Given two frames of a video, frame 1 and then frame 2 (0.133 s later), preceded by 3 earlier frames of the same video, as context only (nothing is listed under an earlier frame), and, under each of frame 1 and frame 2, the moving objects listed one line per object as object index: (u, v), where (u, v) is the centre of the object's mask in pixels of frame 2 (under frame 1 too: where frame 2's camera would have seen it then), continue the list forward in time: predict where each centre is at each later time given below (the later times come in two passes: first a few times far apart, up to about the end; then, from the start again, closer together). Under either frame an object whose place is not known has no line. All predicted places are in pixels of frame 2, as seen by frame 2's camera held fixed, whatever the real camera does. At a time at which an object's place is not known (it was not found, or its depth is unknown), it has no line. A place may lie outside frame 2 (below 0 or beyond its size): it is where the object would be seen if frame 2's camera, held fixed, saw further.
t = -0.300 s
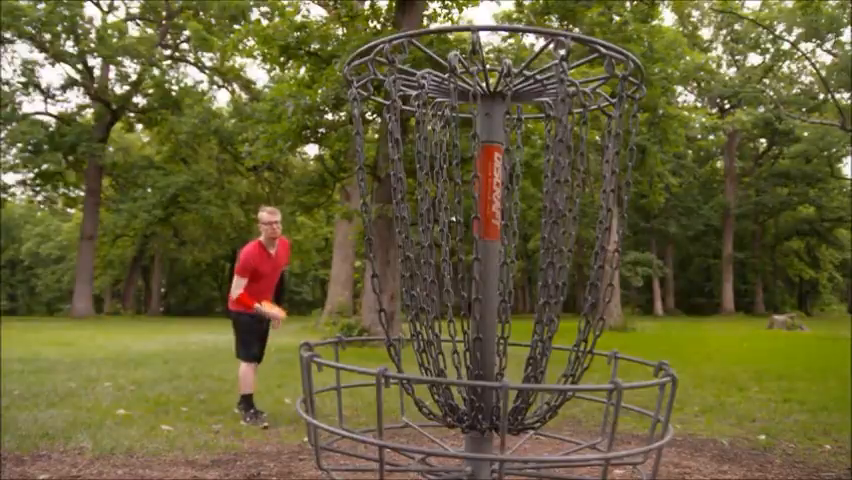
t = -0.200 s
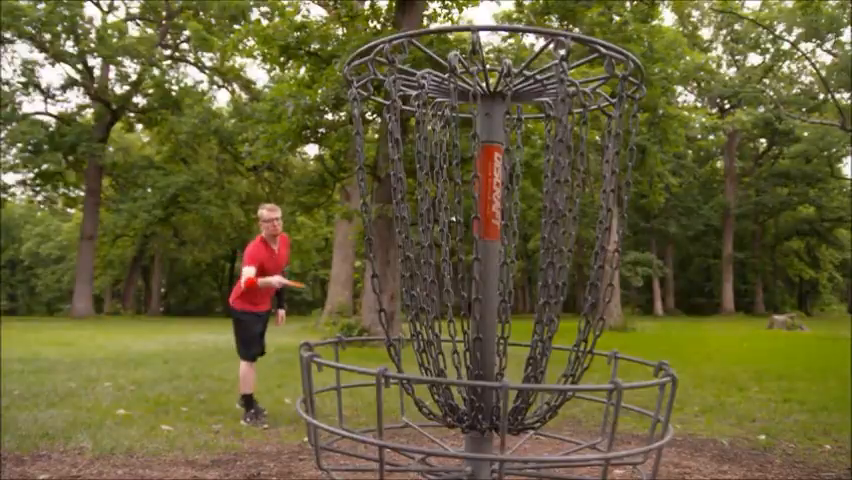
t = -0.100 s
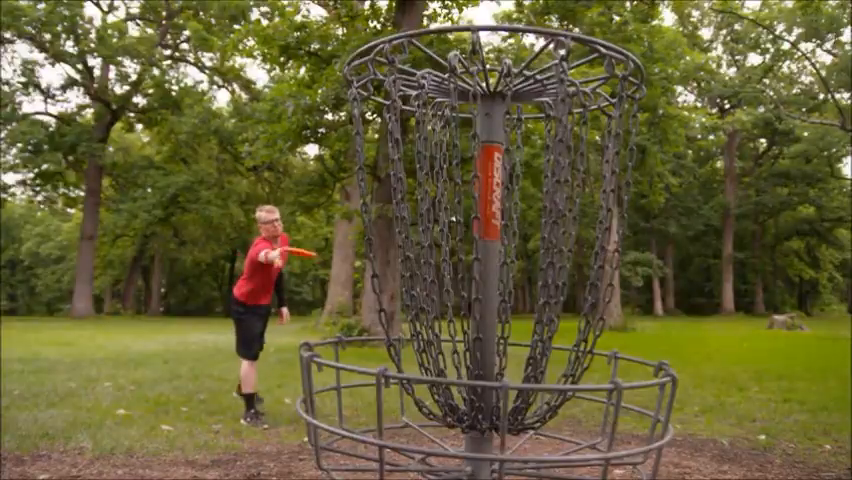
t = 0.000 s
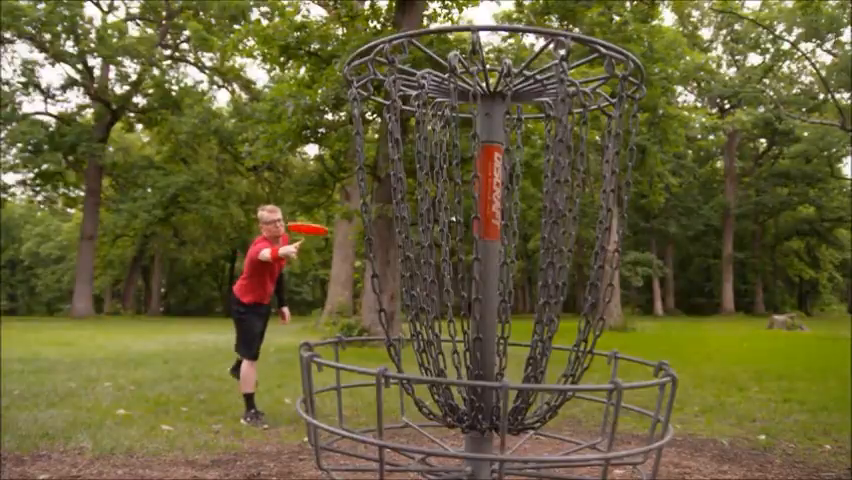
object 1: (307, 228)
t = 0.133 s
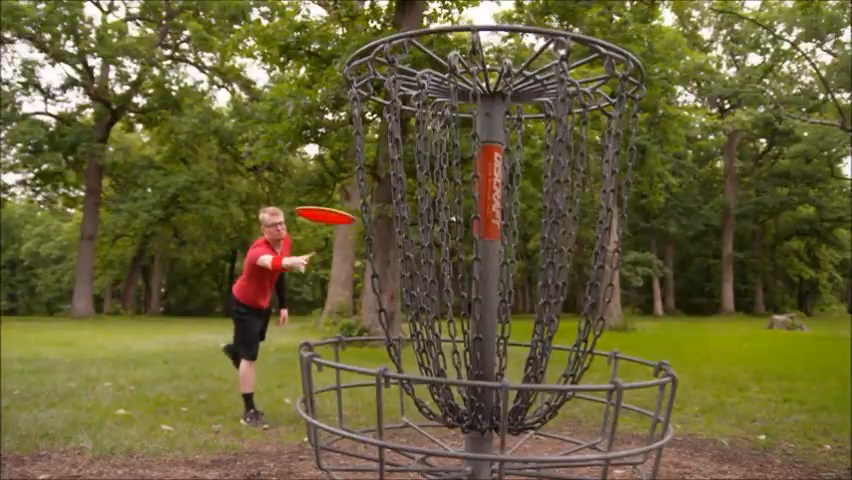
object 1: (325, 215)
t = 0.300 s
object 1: (360, 252)
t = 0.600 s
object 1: (288, 375)
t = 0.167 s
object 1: (330, 217)
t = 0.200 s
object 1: (334, 221)
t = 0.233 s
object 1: (349, 230)
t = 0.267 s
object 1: (356, 241)
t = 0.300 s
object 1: (360, 252)
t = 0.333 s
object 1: (359, 261)
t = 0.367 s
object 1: (368, 269)
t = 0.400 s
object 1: (357, 281)
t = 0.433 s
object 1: (359, 300)
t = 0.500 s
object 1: (340, 340)
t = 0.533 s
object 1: (323, 352)
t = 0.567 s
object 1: (305, 366)
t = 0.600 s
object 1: (288, 375)
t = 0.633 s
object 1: (271, 392)
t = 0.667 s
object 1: (253, 415)
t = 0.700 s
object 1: (232, 430)
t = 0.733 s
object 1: (211, 447)
